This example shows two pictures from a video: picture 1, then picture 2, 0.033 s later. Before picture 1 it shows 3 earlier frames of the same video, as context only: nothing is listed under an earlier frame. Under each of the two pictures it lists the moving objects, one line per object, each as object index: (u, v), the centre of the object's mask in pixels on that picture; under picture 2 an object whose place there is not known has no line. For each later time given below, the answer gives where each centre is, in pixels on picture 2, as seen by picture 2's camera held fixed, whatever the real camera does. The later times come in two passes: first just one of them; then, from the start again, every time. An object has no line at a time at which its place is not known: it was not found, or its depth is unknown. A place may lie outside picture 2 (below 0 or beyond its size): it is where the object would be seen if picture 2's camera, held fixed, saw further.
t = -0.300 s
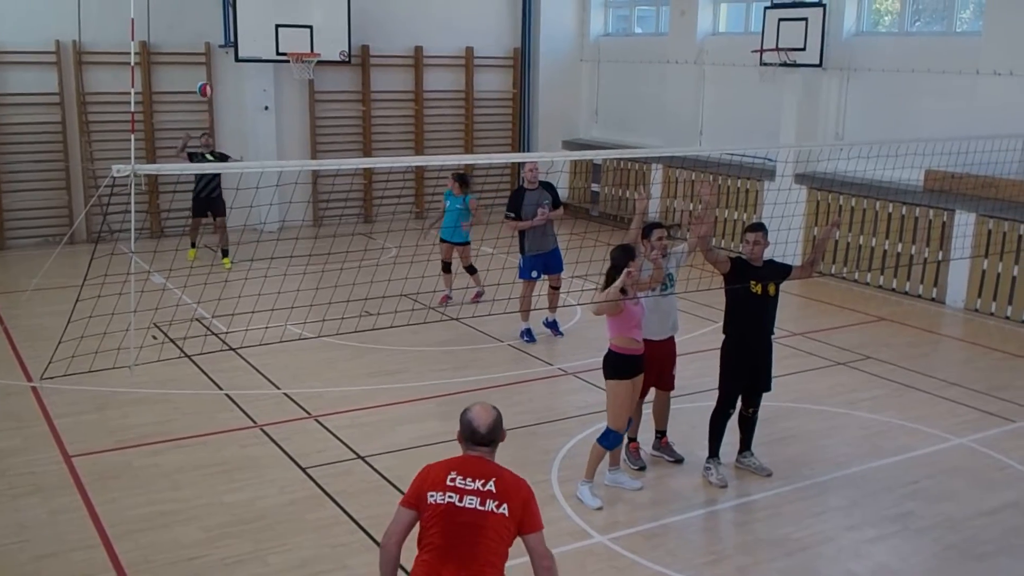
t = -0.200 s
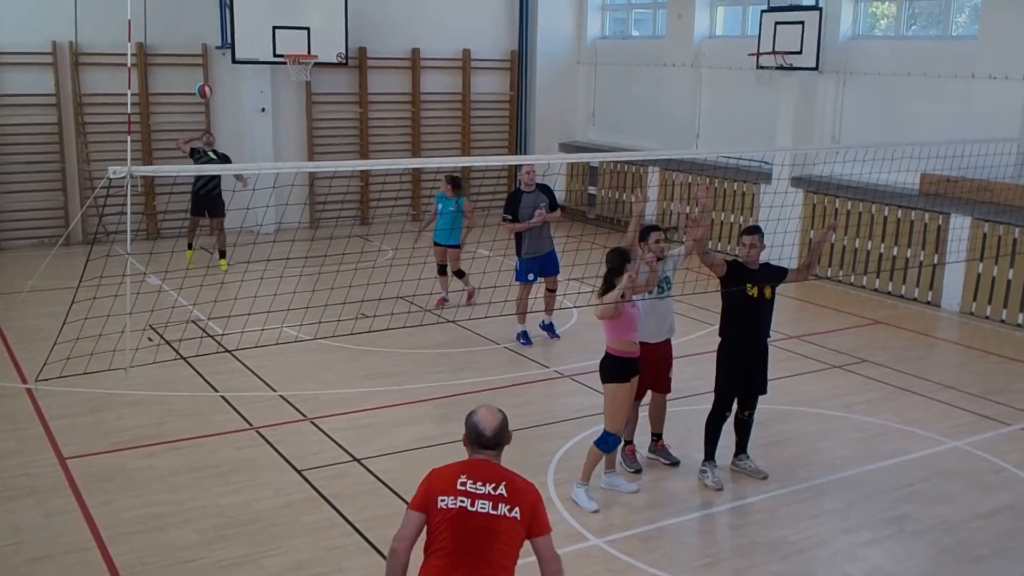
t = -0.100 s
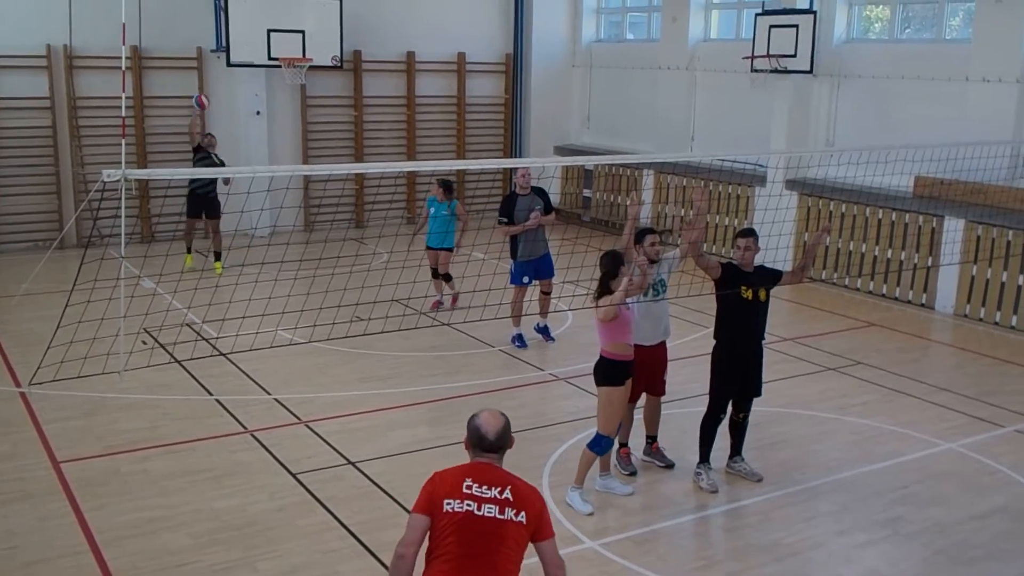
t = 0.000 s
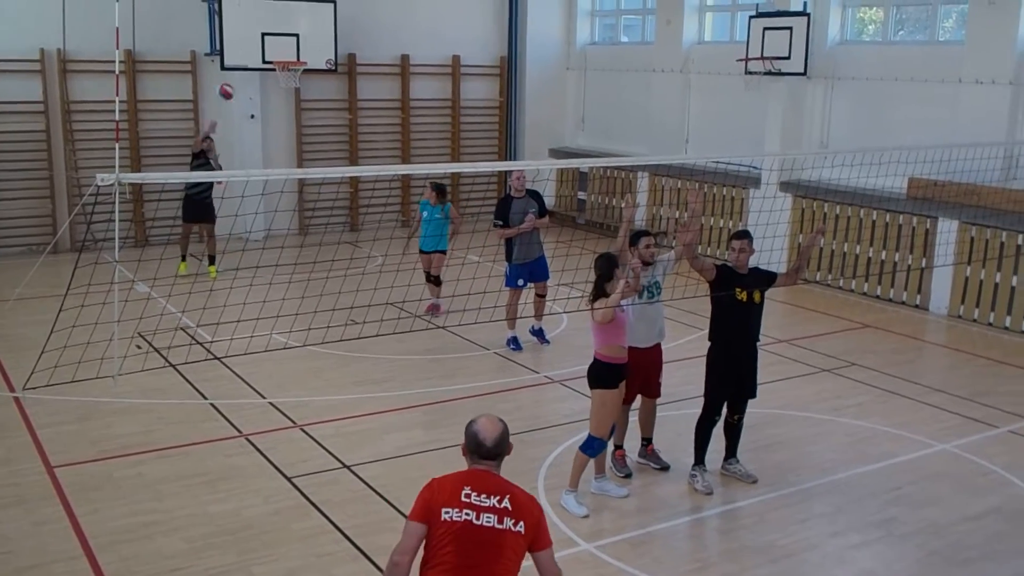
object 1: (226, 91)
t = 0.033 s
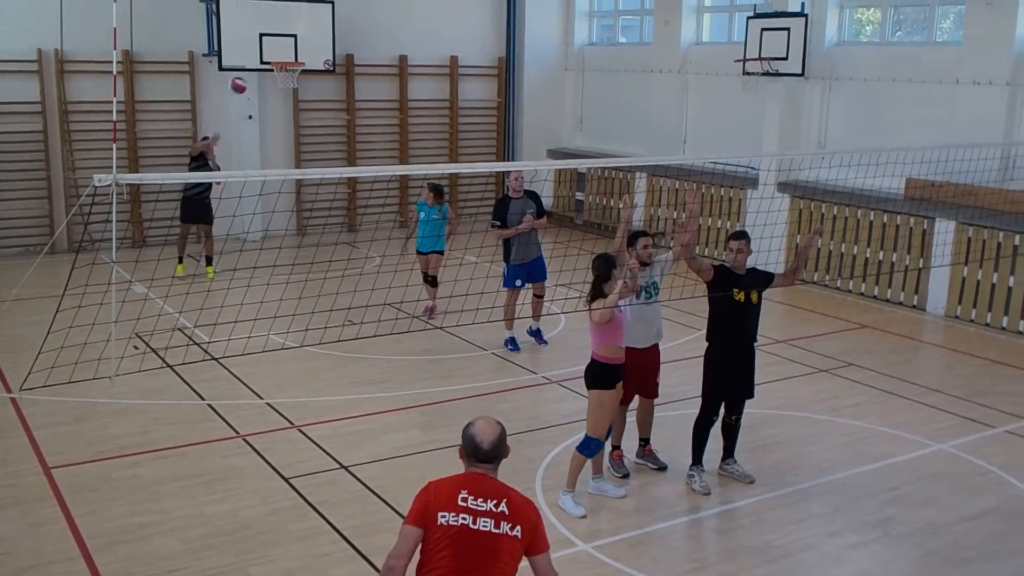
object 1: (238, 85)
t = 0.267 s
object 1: (365, 57)
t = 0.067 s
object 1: (253, 78)
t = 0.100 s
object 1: (269, 72)
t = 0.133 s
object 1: (287, 67)
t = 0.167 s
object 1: (304, 64)
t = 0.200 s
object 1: (324, 60)
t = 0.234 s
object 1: (344, 58)
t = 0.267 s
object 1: (365, 57)
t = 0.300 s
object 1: (388, 59)
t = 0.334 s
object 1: (413, 61)
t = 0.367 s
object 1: (441, 67)
